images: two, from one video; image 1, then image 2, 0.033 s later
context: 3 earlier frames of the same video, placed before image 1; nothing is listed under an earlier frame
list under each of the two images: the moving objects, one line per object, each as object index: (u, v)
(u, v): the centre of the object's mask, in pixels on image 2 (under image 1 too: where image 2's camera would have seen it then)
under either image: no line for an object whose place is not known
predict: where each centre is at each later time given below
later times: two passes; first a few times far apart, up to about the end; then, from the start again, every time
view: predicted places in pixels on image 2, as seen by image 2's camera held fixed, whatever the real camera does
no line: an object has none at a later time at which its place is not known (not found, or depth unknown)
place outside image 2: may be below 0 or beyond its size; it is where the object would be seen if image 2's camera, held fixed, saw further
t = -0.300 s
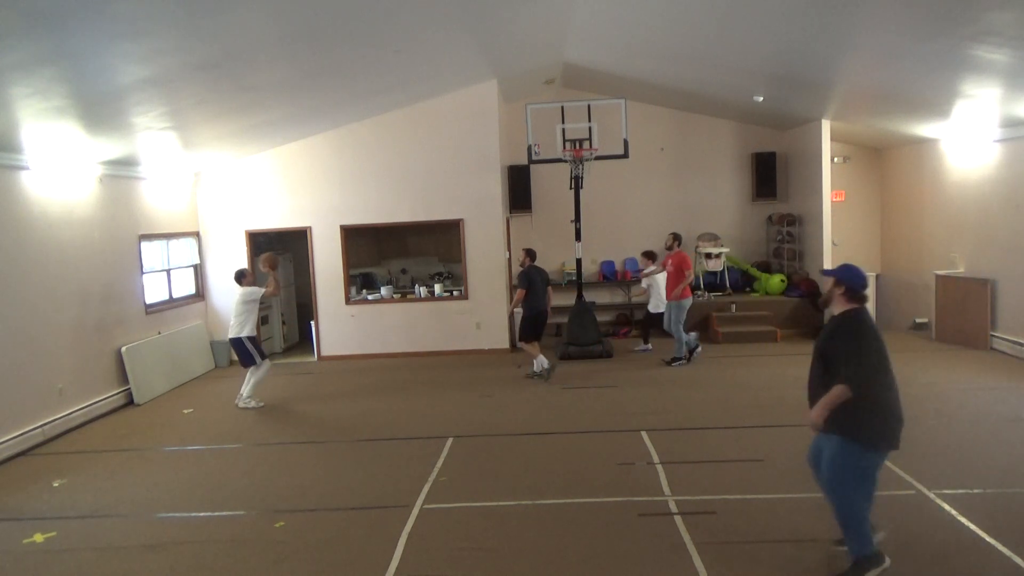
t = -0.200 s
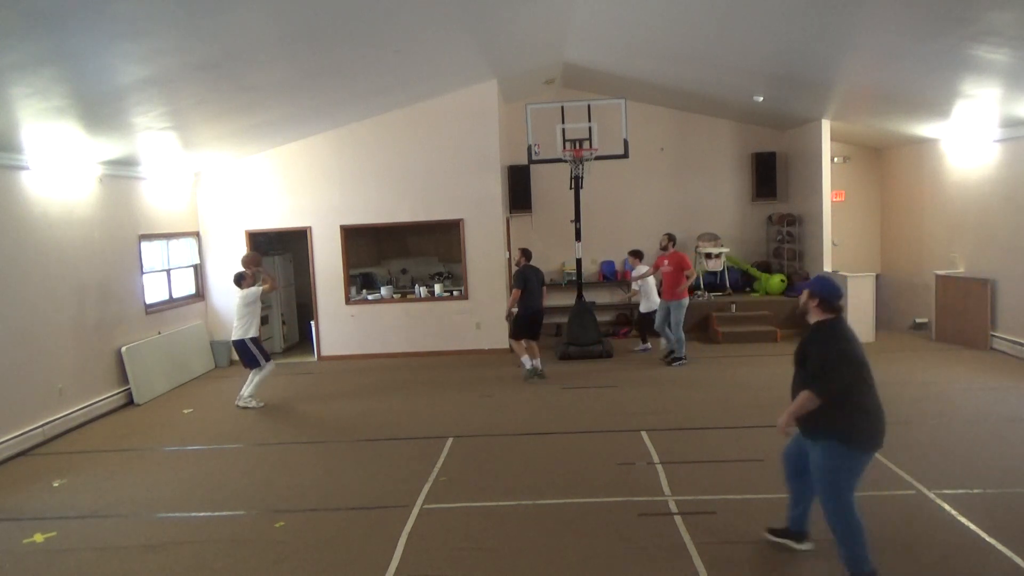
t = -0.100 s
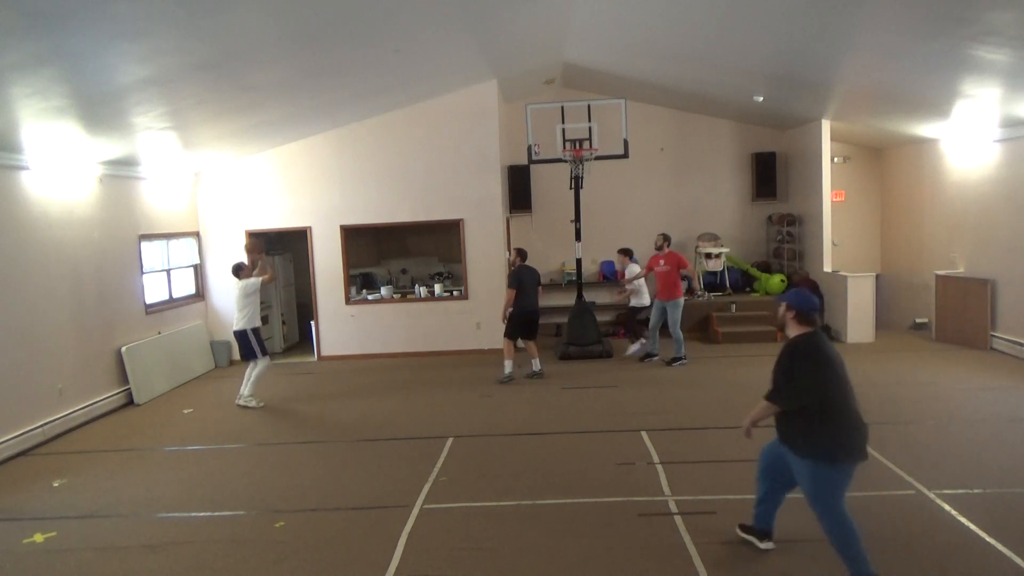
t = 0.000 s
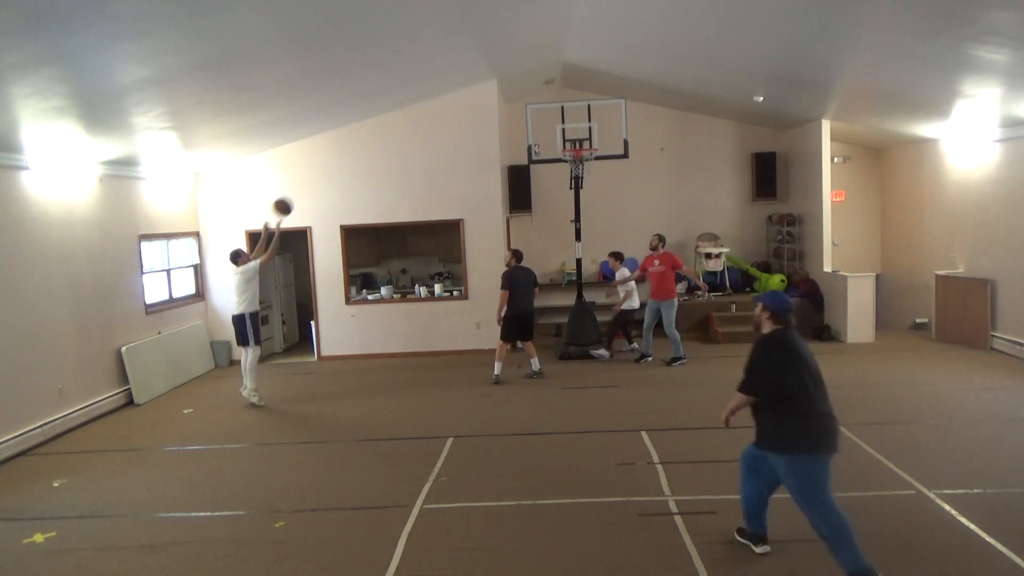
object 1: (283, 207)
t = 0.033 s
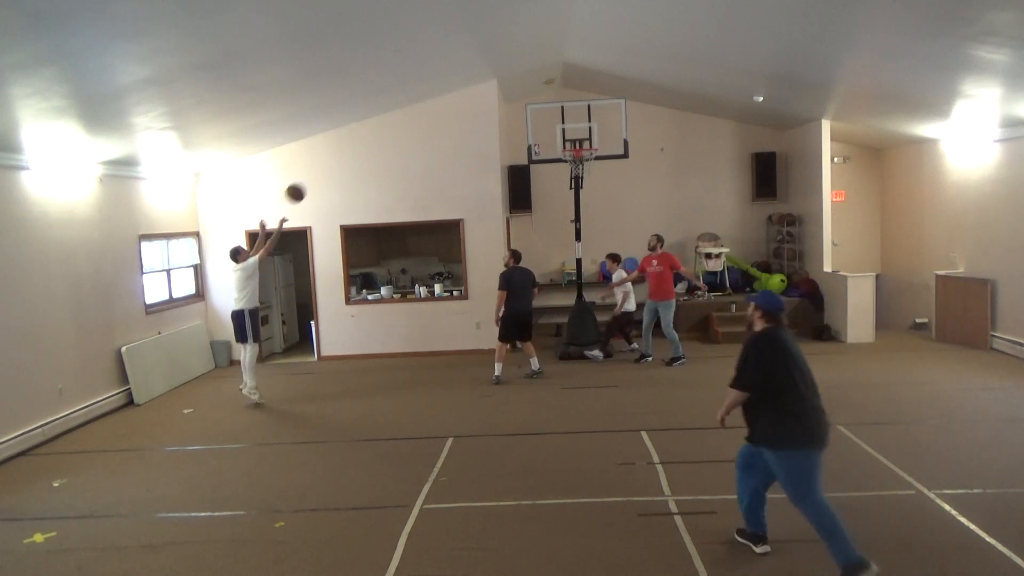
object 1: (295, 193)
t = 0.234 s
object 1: (370, 129)
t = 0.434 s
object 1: (445, 101)
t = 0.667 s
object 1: (527, 109)
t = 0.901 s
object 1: (585, 142)
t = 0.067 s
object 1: (308, 180)
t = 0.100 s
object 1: (321, 167)
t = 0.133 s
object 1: (333, 156)
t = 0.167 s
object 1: (346, 146)
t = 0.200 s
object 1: (358, 137)
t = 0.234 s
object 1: (370, 129)
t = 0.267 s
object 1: (384, 122)
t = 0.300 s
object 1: (396, 116)
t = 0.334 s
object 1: (408, 111)
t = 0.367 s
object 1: (420, 107)
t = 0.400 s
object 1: (433, 104)
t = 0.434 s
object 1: (445, 101)
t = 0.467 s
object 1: (456, 100)
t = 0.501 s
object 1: (468, 99)
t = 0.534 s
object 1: (480, 100)
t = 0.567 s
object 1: (492, 101)
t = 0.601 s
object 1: (503, 103)
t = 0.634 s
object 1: (515, 105)
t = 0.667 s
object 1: (527, 109)
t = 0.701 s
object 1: (538, 114)
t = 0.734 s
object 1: (549, 118)
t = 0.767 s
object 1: (560, 125)
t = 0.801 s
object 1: (571, 131)
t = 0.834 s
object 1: (582, 139)
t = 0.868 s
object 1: (589, 145)
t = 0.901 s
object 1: (585, 142)
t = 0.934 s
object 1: (580, 140)
